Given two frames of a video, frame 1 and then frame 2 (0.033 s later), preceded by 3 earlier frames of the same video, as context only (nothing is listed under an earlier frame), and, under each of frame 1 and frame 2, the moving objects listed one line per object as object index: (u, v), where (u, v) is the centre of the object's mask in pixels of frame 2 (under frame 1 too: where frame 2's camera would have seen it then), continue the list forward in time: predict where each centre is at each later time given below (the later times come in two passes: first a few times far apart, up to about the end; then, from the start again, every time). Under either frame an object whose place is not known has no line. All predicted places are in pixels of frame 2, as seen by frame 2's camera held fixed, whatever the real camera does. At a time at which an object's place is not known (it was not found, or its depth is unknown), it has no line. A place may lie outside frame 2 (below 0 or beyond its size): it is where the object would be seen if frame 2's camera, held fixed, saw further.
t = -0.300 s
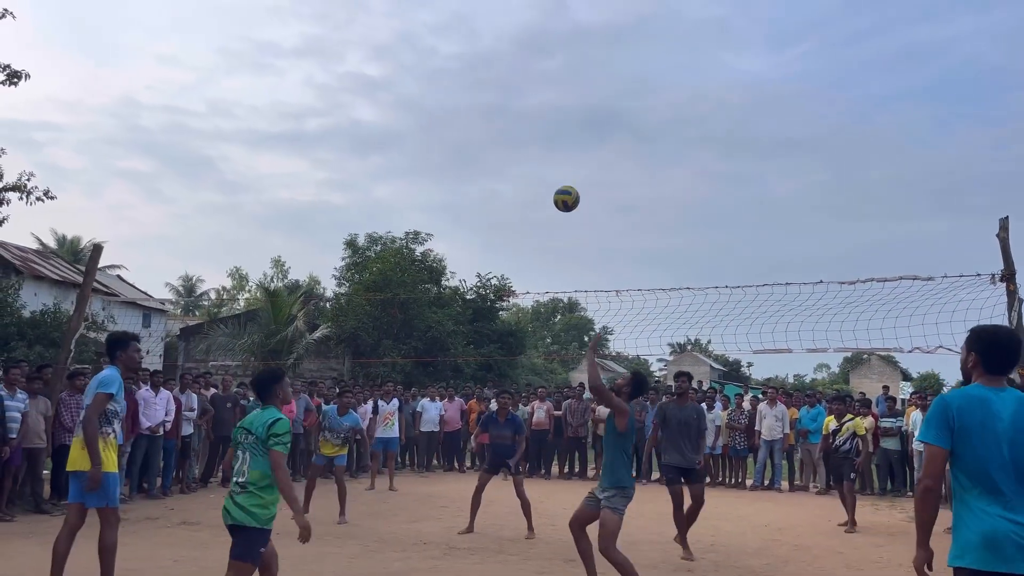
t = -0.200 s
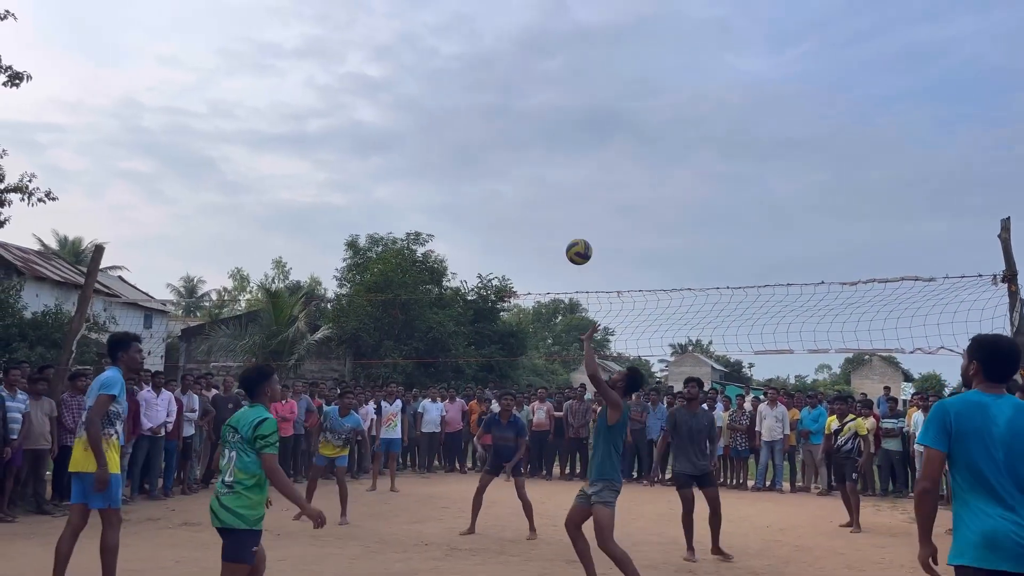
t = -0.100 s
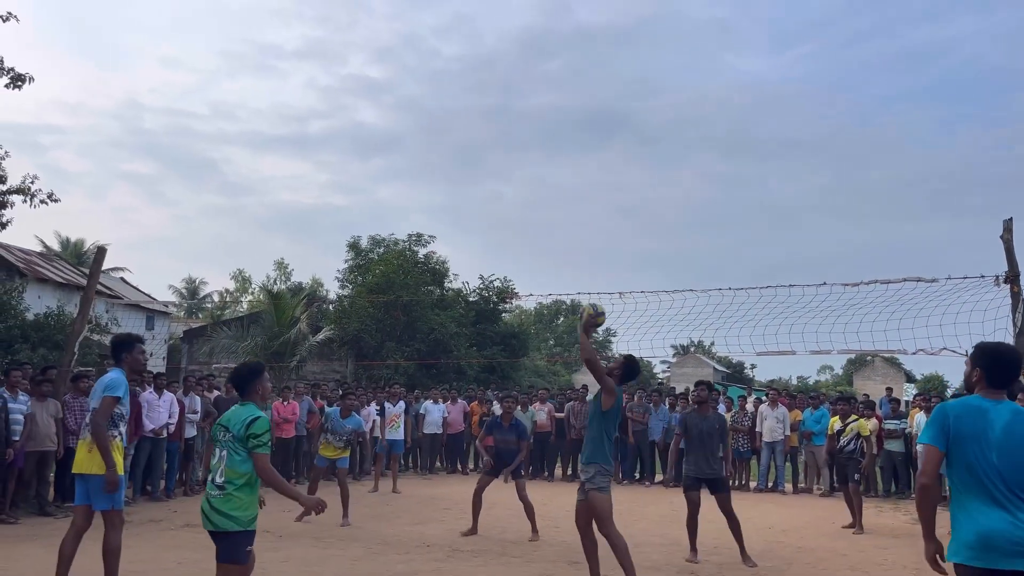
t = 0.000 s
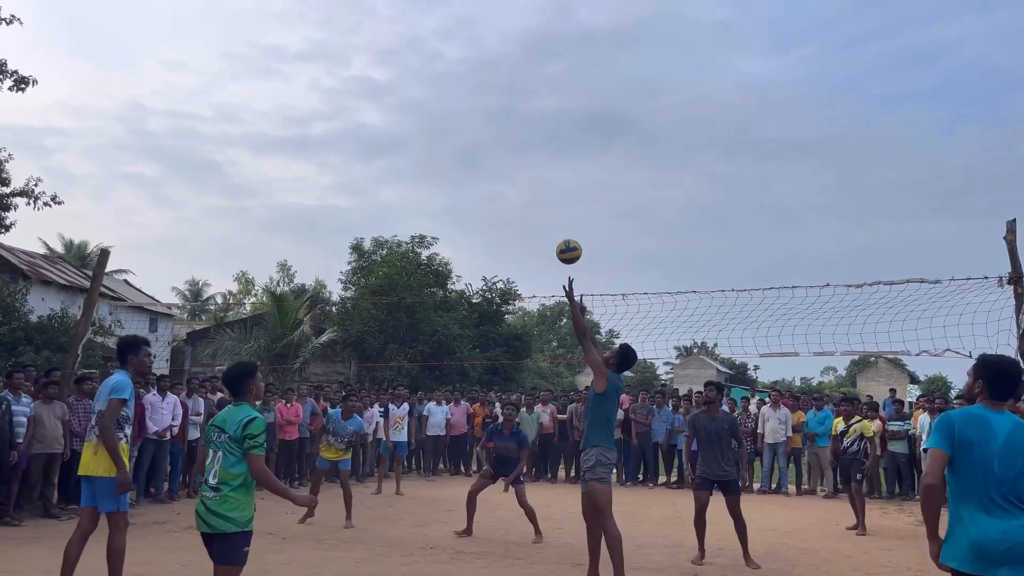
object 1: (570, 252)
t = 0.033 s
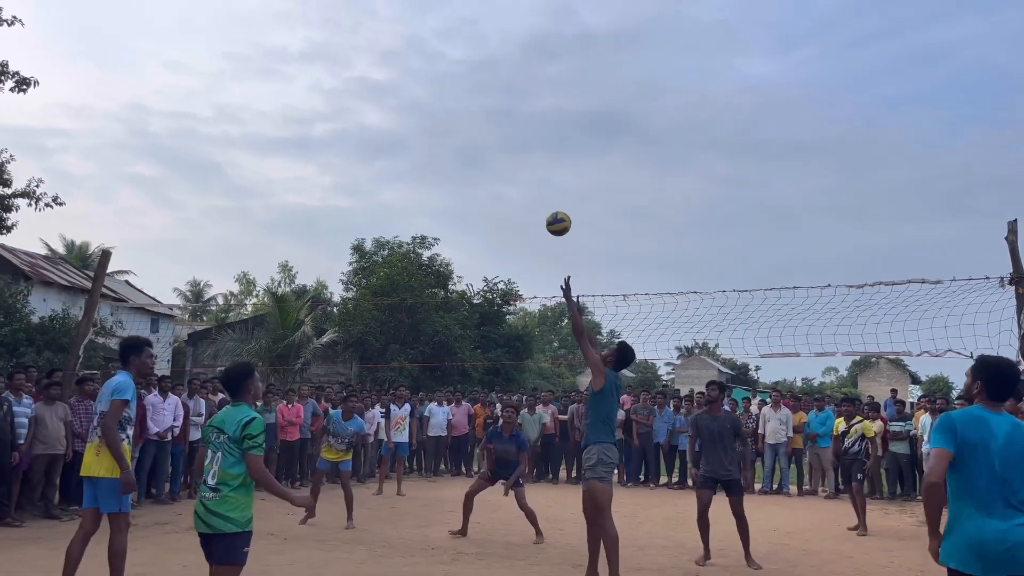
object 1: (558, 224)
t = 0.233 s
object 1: (496, 94)
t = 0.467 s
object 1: (435, 16)
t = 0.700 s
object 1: (380, -2)
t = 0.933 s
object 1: (330, 29)
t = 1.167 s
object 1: (284, 103)
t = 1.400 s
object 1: (241, 214)
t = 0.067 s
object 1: (547, 197)
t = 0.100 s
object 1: (536, 173)
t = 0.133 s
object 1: (526, 150)
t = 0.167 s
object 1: (515, 130)
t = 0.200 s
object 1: (506, 111)
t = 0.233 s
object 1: (496, 94)
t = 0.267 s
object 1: (486, 79)
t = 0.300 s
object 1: (477, 65)
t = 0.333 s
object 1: (469, 52)
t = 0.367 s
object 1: (460, 41)
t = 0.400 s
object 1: (451, 32)
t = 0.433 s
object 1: (443, 23)
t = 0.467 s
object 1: (435, 16)
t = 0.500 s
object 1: (427, 11)
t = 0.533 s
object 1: (419, 6)
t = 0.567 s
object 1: (411, 2)
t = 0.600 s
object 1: (403, -1)
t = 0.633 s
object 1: (395, -2)
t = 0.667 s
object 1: (388, -3)
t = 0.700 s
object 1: (380, -2)
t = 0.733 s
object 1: (372, 0)
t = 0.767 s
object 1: (365, 2)
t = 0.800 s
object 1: (358, 6)
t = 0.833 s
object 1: (351, 10)
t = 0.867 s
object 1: (344, 15)
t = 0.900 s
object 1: (337, 22)
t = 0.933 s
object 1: (330, 29)
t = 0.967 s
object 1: (323, 37)
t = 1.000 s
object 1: (316, 46)
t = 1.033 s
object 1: (310, 56)
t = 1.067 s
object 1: (303, 66)
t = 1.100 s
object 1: (297, 78)
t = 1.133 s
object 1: (291, 90)
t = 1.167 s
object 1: (284, 103)
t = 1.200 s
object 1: (278, 116)
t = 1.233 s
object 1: (271, 131)
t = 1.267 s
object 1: (265, 146)
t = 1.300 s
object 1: (259, 162)
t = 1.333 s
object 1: (253, 178)
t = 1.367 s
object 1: (247, 196)
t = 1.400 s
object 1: (241, 214)
